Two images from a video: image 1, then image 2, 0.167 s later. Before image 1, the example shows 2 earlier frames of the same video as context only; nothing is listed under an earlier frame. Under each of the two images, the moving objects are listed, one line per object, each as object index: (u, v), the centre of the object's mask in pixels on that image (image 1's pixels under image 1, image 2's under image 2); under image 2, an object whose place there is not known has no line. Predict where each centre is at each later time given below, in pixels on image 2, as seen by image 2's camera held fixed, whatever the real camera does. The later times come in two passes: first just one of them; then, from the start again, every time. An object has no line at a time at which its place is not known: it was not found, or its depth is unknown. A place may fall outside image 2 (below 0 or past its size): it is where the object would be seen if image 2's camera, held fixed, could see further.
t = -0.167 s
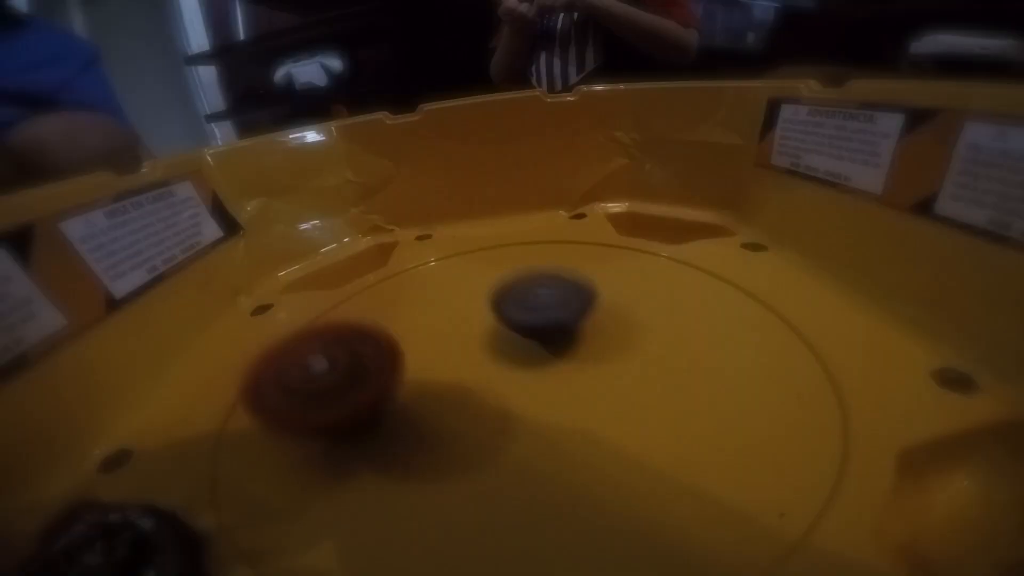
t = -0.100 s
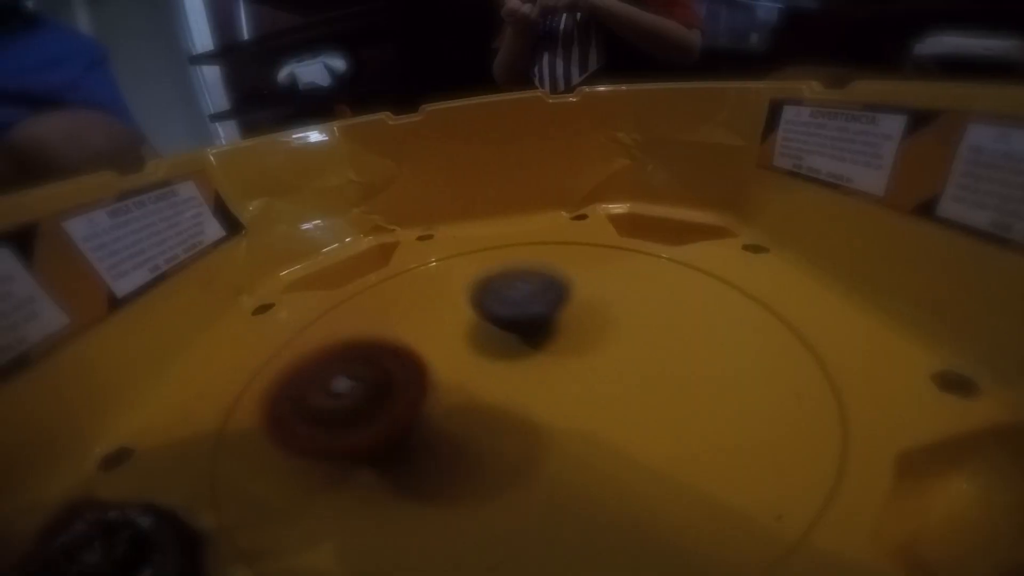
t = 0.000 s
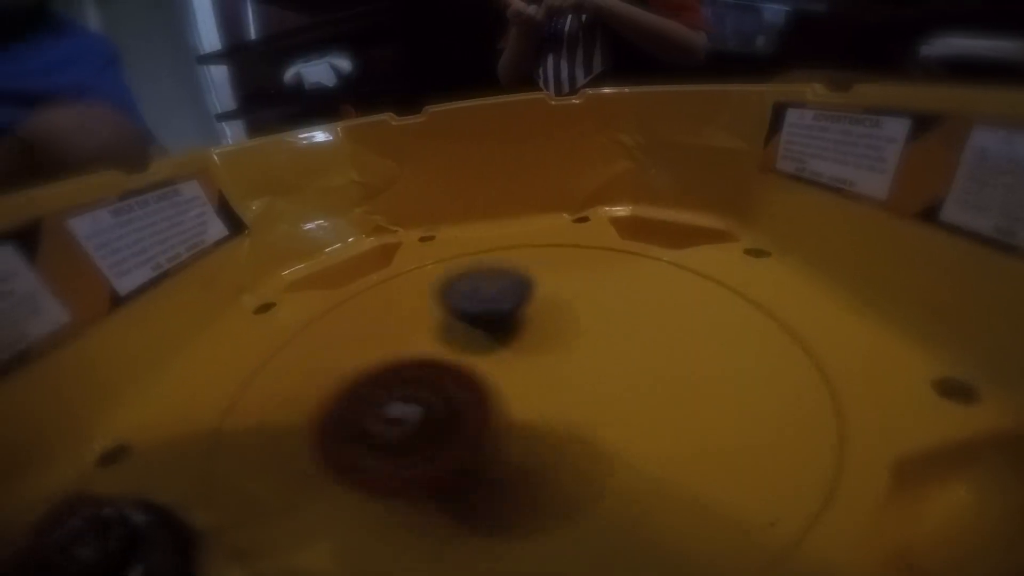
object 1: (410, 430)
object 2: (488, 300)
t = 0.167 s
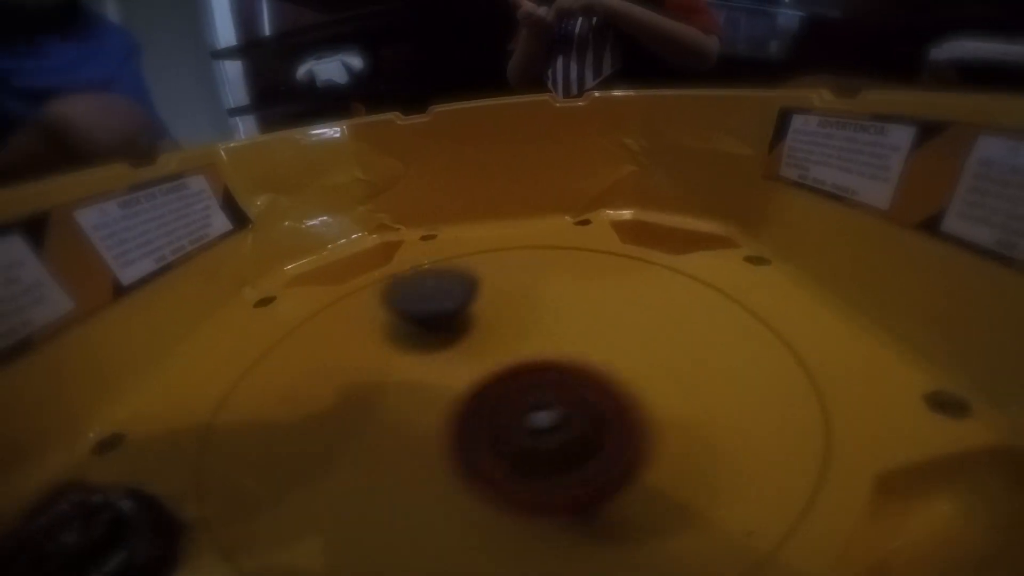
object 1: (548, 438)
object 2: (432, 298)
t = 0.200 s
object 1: (585, 432)
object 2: (421, 298)
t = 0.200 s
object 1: (585, 432)
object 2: (421, 298)
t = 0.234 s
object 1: (615, 422)
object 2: (411, 300)
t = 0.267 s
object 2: (403, 301)
